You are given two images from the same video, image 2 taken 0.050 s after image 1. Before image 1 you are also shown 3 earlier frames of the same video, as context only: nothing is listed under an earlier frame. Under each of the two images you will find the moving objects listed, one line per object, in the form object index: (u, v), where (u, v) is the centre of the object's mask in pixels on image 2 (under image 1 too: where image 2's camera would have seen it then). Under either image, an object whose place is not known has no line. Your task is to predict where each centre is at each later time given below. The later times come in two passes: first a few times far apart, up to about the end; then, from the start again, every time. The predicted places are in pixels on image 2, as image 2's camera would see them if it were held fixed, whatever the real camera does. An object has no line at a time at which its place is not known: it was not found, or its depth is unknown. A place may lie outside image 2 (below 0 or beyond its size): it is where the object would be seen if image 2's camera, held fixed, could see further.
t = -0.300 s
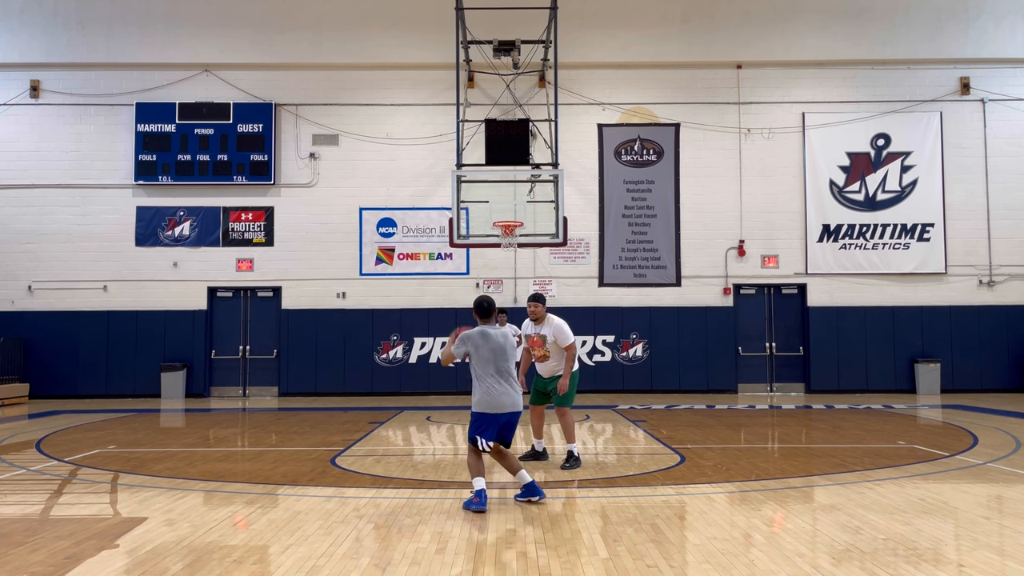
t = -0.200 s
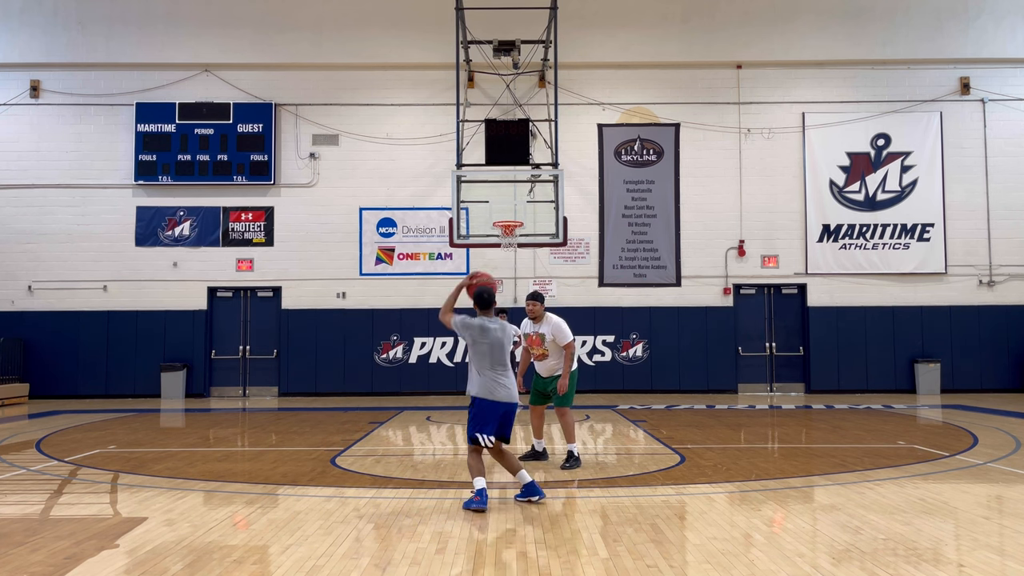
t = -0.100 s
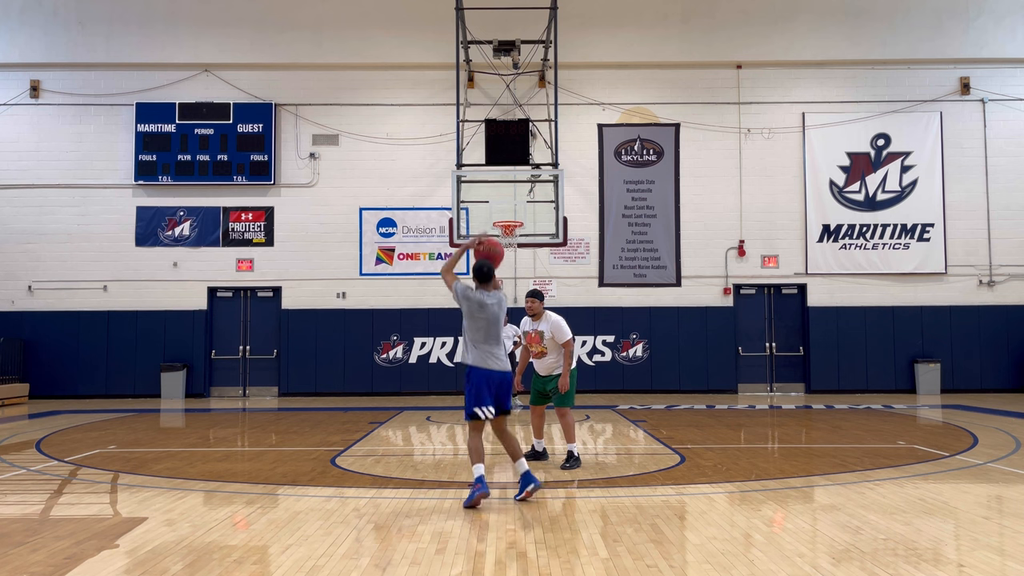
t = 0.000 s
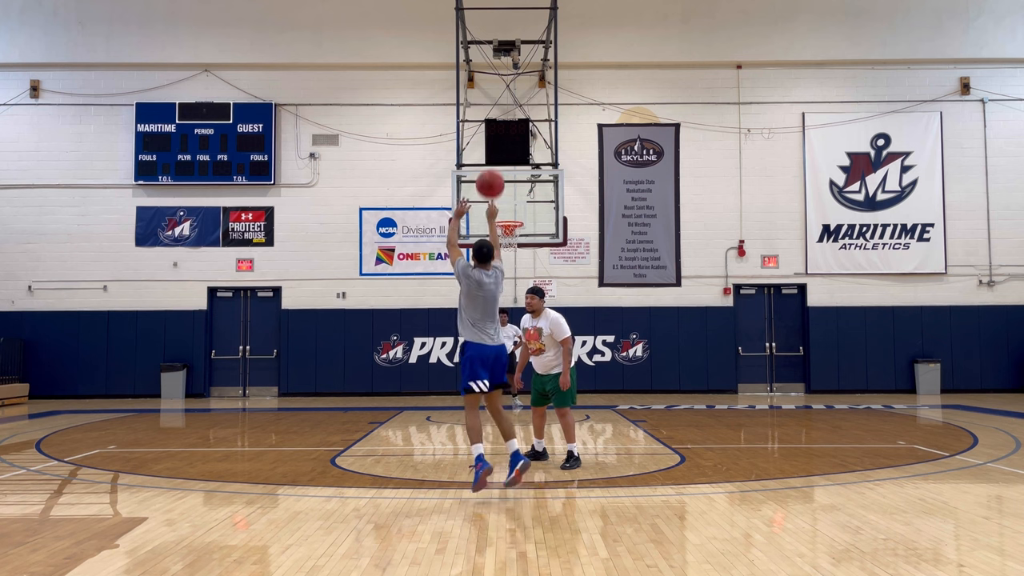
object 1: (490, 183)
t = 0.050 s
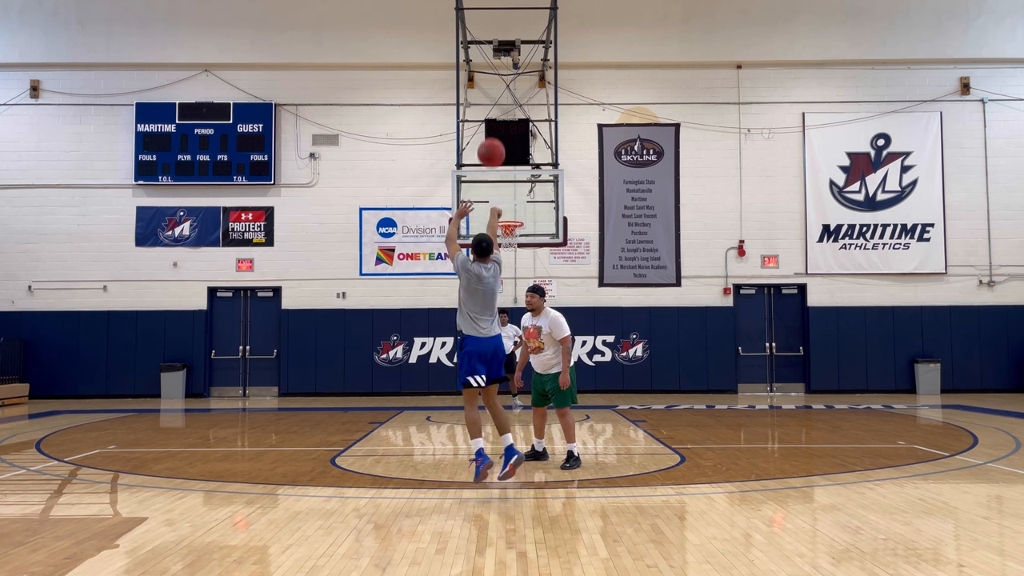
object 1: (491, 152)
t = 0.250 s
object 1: (494, 75)
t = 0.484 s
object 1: (498, 50)
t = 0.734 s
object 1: (502, 73)
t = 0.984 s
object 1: (506, 133)
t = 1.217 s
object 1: (510, 211)
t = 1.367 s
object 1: (510, 251)
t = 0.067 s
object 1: (491, 142)
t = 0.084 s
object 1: (491, 133)
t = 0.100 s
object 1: (492, 126)
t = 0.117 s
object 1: (492, 119)
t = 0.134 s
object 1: (492, 112)
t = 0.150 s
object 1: (492, 105)
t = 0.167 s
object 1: (492, 99)
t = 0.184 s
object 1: (493, 94)
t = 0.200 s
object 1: (493, 89)
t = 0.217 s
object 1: (493, 84)
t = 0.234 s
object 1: (493, 80)
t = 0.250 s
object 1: (494, 75)
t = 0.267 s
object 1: (494, 71)
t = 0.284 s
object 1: (495, 67)
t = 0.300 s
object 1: (495, 64)
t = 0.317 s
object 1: (495, 61)
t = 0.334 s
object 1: (495, 59)
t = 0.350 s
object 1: (496, 57)
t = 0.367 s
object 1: (496, 55)
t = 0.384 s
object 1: (496, 53)
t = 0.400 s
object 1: (497, 52)
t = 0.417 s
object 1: (497, 51)
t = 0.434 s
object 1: (497, 50)
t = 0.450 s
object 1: (497, 50)
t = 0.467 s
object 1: (498, 50)
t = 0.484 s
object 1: (498, 50)
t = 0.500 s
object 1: (498, 50)
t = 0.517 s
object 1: (499, 50)
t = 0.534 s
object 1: (499, 50)
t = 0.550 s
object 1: (499, 51)
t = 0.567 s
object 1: (499, 52)
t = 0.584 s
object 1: (500, 54)
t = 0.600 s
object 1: (500, 55)
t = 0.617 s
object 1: (500, 57)
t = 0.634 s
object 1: (500, 58)
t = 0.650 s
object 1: (501, 60)
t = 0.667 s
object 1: (501, 62)
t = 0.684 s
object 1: (502, 65)
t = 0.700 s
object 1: (502, 67)
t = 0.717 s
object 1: (502, 71)
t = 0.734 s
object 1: (502, 73)
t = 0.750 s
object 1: (503, 76)
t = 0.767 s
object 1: (503, 79)
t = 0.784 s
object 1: (503, 82)
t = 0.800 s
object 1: (503, 86)
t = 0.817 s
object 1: (503, 89)
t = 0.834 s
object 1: (504, 93)
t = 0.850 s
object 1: (504, 97)
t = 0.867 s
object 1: (505, 101)
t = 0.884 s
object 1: (505, 105)
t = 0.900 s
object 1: (505, 109)
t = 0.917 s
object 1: (505, 114)
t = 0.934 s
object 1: (506, 118)
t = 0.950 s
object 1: (506, 124)
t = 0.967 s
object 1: (506, 128)
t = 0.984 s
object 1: (506, 133)
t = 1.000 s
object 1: (507, 138)
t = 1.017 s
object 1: (507, 143)
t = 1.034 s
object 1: (507, 148)
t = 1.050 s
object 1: (507, 153)
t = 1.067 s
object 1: (508, 158)
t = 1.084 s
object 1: (508, 163)
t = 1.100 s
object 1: (508, 169)
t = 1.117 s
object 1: (509, 175)
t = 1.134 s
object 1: (509, 181)
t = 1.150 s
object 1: (509, 187)
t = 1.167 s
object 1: (510, 193)
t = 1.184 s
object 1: (510, 199)
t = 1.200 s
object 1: (510, 205)
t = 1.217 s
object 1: (510, 211)
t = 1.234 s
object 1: (511, 216)
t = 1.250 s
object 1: (511, 221)
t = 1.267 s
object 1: (515, 232)
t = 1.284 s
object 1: (510, 231)
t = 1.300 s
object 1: (513, 242)
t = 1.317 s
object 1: (511, 244)
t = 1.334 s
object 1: (511, 245)
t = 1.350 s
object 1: (510, 248)
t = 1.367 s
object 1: (510, 251)
